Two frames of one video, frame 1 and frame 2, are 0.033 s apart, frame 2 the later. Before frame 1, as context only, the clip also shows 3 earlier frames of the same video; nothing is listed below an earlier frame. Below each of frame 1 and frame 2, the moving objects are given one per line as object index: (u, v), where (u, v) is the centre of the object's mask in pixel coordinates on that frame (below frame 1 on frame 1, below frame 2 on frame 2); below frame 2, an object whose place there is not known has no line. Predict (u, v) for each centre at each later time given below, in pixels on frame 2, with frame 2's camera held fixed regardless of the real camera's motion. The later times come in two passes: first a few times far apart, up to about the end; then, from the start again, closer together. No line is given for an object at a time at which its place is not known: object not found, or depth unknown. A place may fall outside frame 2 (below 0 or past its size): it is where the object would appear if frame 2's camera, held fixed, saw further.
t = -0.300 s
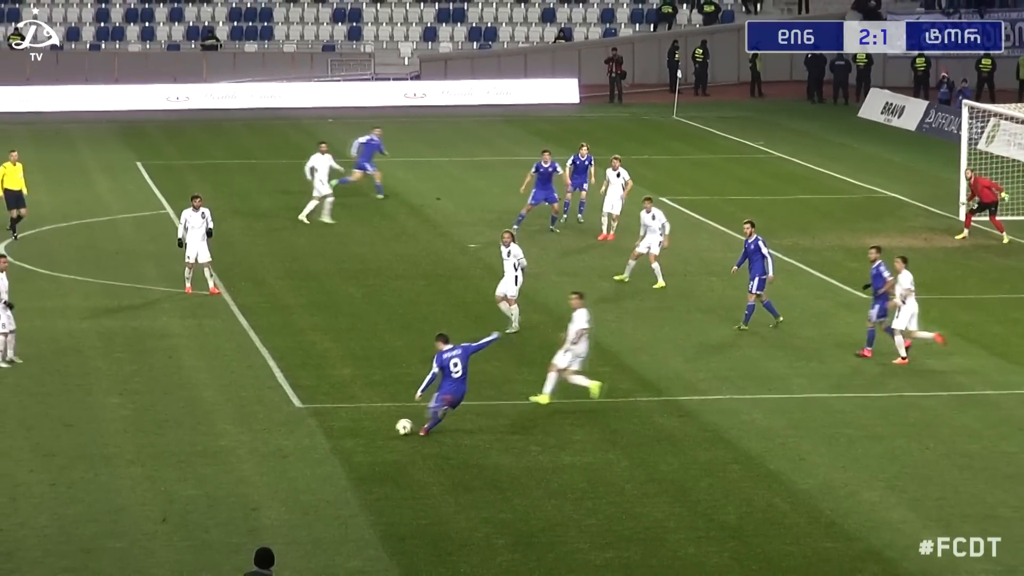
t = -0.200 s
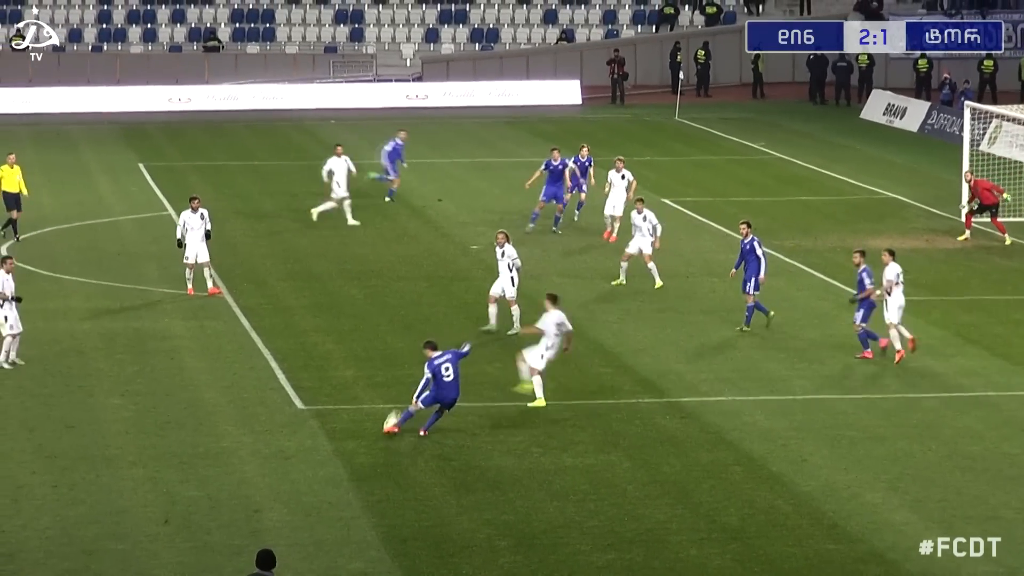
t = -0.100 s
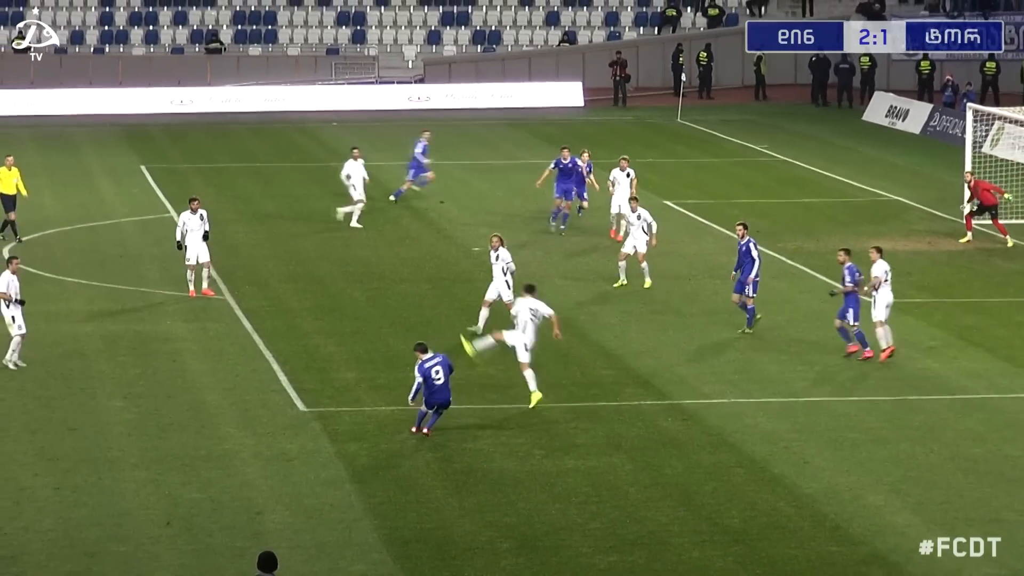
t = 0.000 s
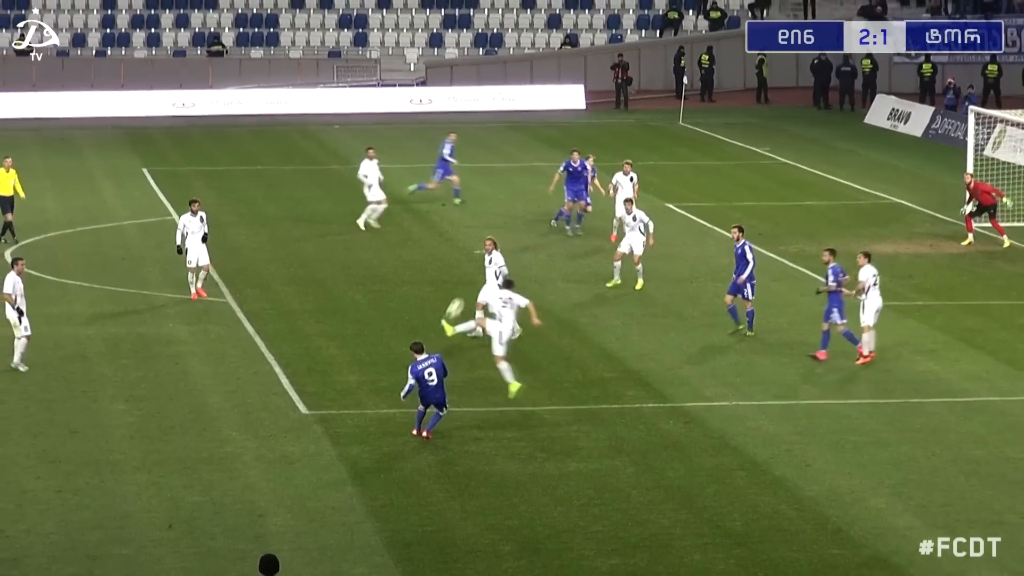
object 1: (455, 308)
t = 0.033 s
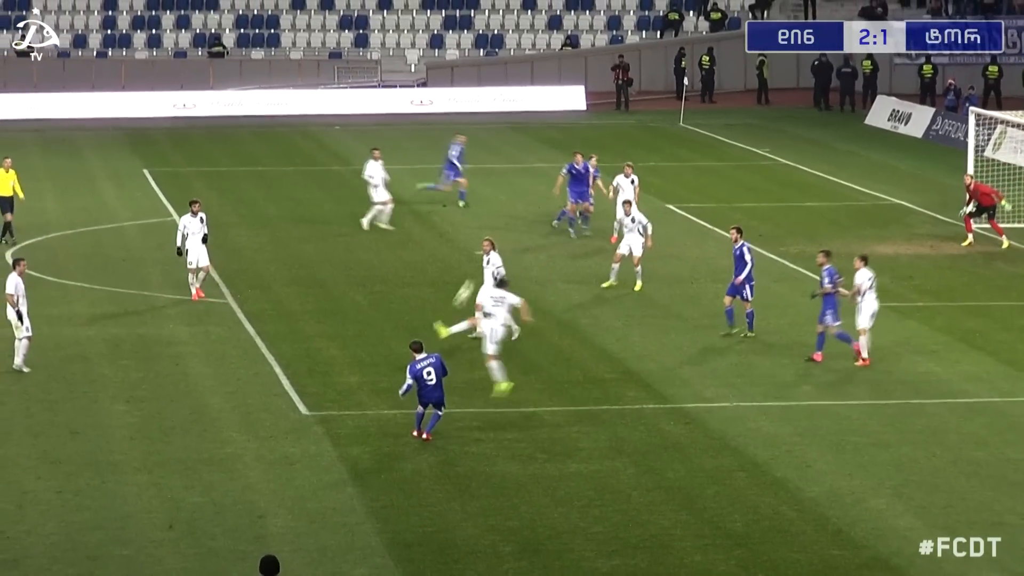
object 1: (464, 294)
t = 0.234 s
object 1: (512, 209)
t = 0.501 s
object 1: (564, 132)
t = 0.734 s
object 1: (602, 93)
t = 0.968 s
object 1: (634, 75)
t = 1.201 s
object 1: (661, 74)
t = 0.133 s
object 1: (492, 244)
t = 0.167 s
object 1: (497, 234)
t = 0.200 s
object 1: (505, 220)
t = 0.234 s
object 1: (512, 209)
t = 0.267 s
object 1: (518, 198)
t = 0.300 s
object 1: (526, 185)
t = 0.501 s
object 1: (564, 132)
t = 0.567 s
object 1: (575, 119)
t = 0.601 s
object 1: (581, 114)
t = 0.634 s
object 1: (588, 107)
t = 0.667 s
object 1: (591, 103)
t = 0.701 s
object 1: (597, 97)
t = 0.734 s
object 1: (602, 93)
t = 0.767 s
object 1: (606, 89)
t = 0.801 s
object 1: (611, 86)
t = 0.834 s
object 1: (616, 82)
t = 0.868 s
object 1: (620, 80)
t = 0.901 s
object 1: (625, 78)
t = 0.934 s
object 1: (630, 76)
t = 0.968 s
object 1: (634, 75)
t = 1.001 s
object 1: (638, 73)
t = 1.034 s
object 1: (642, 73)
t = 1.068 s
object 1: (646, 72)
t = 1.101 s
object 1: (650, 72)
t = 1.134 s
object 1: (654, 73)
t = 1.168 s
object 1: (658, 73)
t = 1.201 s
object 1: (661, 74)
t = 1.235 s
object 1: (665, 76)
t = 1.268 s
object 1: (668, 77)
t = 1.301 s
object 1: (671, 80)
